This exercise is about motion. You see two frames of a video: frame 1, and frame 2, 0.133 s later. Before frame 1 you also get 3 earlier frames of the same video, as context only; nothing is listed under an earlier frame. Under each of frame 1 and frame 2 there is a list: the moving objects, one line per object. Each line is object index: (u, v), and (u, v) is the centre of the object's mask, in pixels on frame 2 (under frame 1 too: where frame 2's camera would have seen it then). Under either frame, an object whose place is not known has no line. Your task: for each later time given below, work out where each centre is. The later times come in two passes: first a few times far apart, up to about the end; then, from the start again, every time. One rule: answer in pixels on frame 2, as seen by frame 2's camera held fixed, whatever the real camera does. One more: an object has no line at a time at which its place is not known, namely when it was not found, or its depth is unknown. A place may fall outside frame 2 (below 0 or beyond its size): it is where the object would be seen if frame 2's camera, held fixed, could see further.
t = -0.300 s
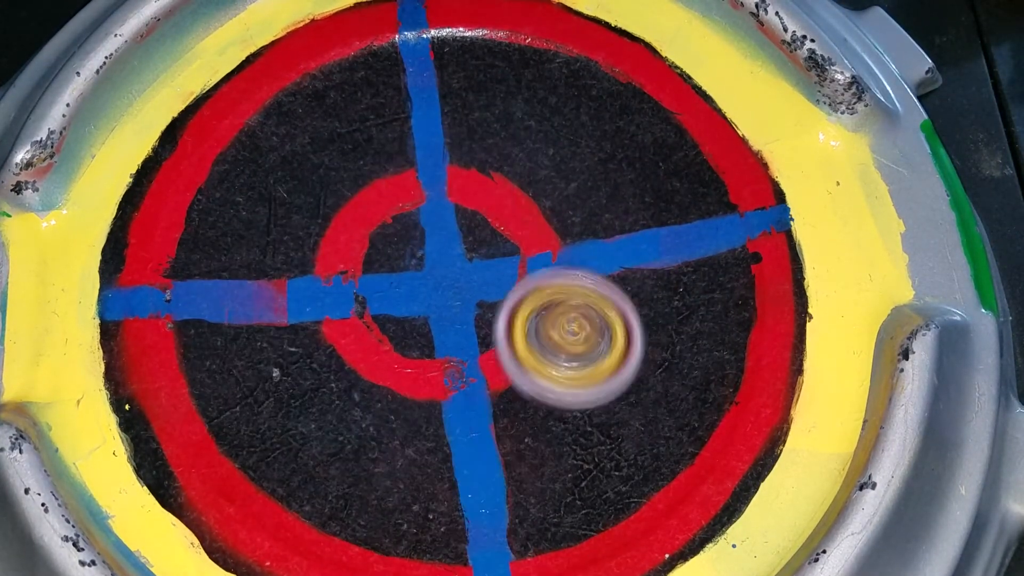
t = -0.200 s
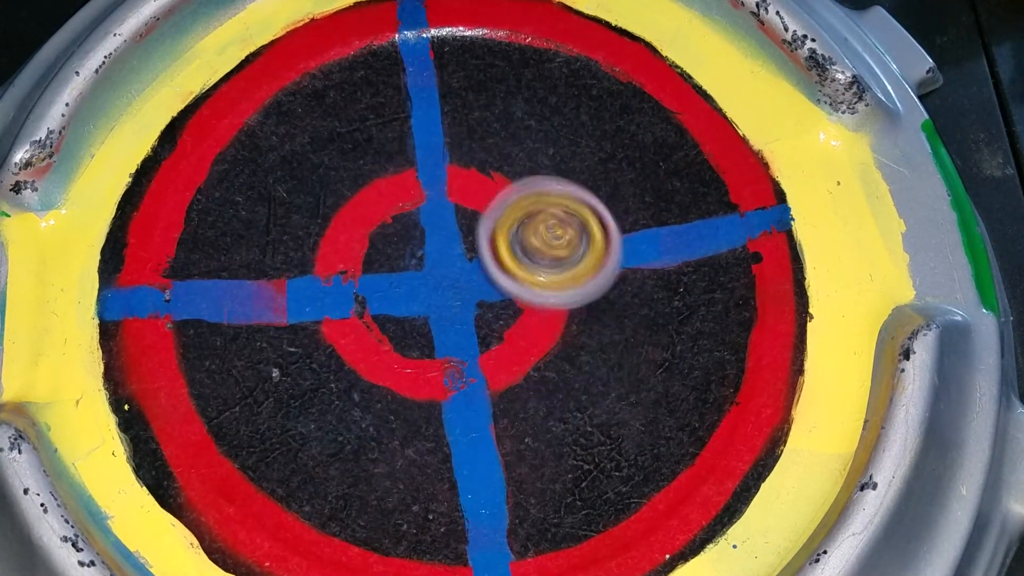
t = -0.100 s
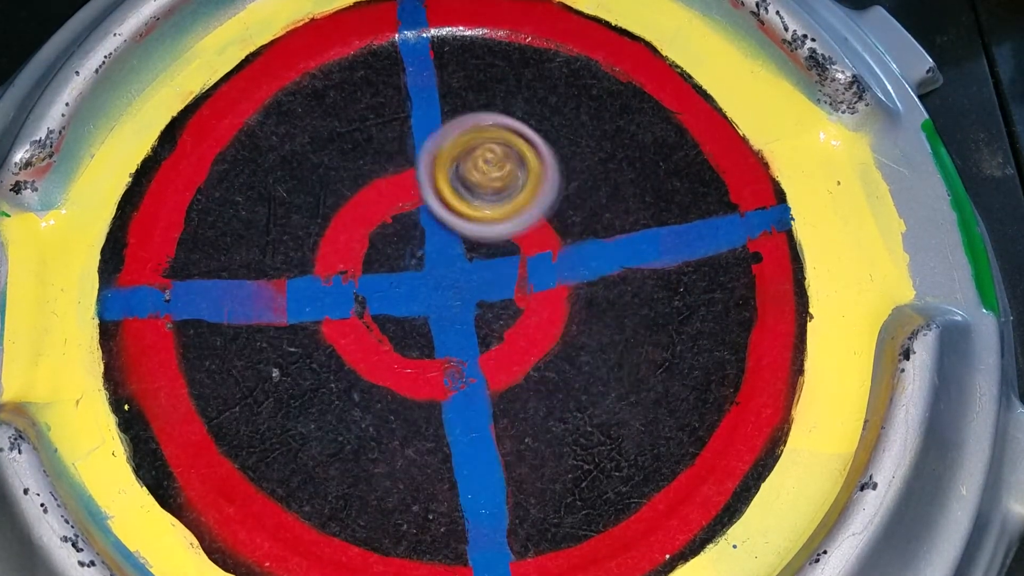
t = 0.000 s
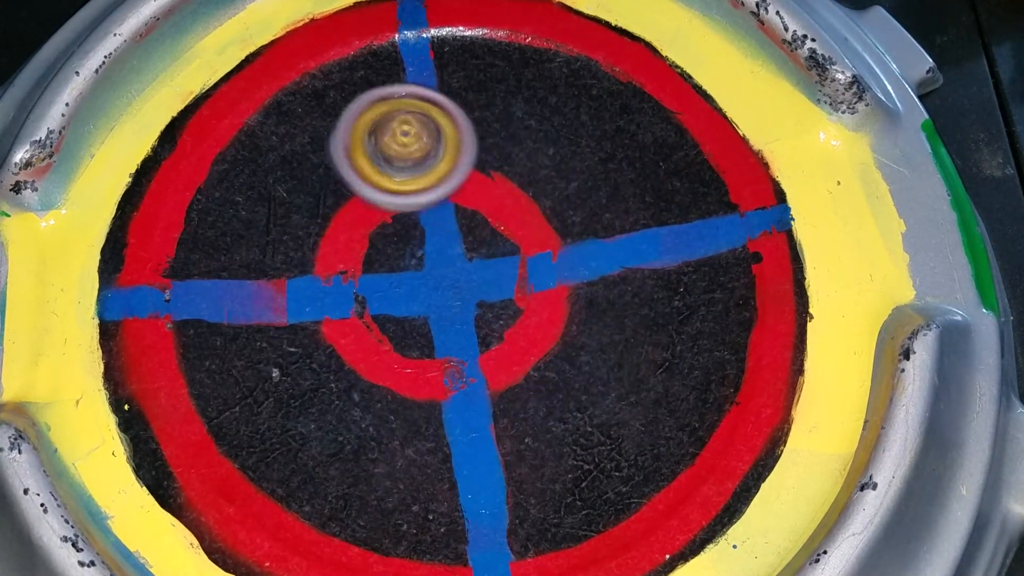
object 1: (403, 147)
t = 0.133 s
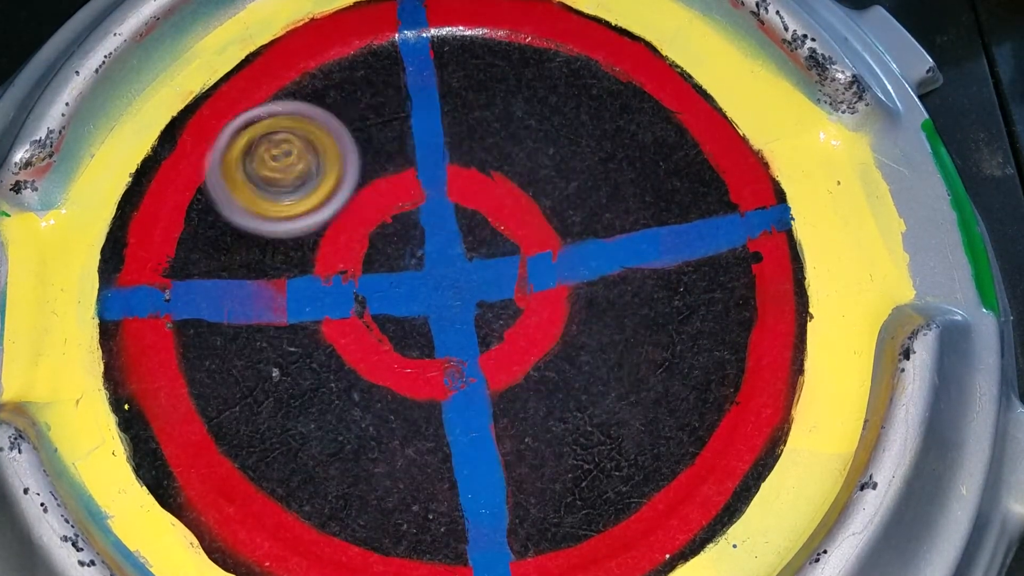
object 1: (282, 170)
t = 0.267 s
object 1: (225, 277)
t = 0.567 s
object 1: (486, 393)
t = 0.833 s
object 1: (570, 192)
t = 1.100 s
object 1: (381, 103)
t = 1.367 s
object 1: (310, 312)
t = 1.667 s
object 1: (578, 377)
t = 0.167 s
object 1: (258, 189)
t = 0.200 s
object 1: (238, 213)
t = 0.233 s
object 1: (228, 242)
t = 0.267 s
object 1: (225, 277)
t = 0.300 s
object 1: (231, 310)
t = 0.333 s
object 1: (244, 343)
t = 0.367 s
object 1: (266, 372)
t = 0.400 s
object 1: (298, 396)
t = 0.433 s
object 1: (335, 410)
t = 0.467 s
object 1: (373, 415)
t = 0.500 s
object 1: (412, 414)
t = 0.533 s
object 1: (450, 406)
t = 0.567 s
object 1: (486, 393)
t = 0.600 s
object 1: (518, 376)
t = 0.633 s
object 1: (543, 353)
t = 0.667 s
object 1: (562, 328)
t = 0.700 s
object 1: (575, 301)
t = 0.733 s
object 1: (582, 273)
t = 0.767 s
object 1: (582, 245)
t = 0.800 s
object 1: (577, 218)
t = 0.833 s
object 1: (570, 192)
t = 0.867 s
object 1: (558, 168)
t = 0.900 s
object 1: (541, 146)
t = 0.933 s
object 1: (521, 126)
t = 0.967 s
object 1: (498, 111)
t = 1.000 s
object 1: (471, 101)
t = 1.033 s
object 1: (442, 96)
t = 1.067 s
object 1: (411, 97)
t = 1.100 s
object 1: (381, 103)
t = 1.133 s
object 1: (353, 116)
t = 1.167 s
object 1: (328, 134)
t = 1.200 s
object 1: (307, 158)
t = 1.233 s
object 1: (293, 186)
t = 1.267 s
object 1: (286, 217)
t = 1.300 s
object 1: (287, 250)
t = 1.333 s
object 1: (296, 281)
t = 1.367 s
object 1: (310, 312)
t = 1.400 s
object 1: (329, 340)
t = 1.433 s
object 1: (354, 363)
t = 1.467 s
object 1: (384, 380)
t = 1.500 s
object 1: (417, 392)
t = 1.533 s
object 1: (452, 399)
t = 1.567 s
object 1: (485, 401)
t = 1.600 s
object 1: (519, 400)
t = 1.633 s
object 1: (550, 391)
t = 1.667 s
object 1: (578, 377)
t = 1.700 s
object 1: (603, 358)
